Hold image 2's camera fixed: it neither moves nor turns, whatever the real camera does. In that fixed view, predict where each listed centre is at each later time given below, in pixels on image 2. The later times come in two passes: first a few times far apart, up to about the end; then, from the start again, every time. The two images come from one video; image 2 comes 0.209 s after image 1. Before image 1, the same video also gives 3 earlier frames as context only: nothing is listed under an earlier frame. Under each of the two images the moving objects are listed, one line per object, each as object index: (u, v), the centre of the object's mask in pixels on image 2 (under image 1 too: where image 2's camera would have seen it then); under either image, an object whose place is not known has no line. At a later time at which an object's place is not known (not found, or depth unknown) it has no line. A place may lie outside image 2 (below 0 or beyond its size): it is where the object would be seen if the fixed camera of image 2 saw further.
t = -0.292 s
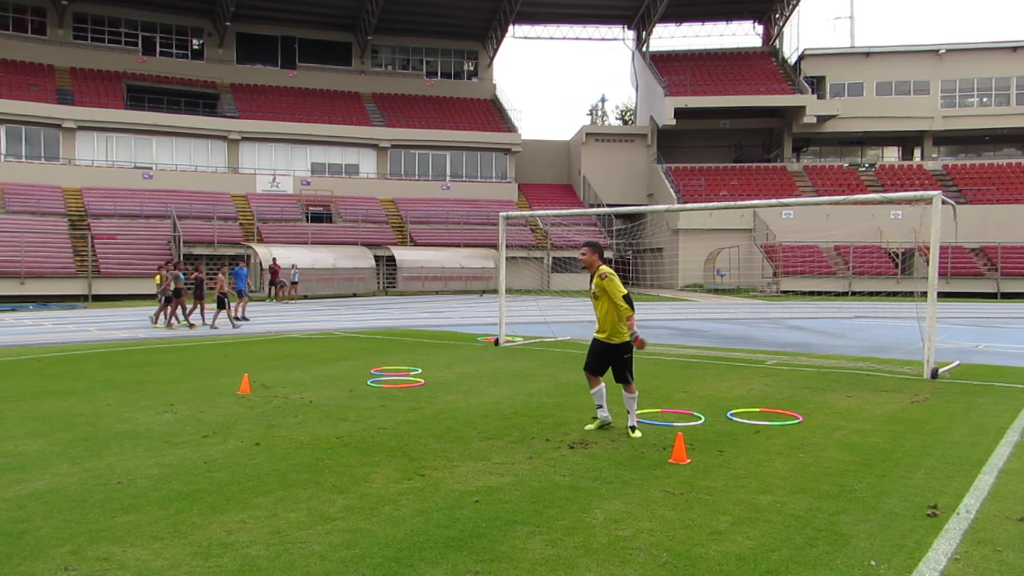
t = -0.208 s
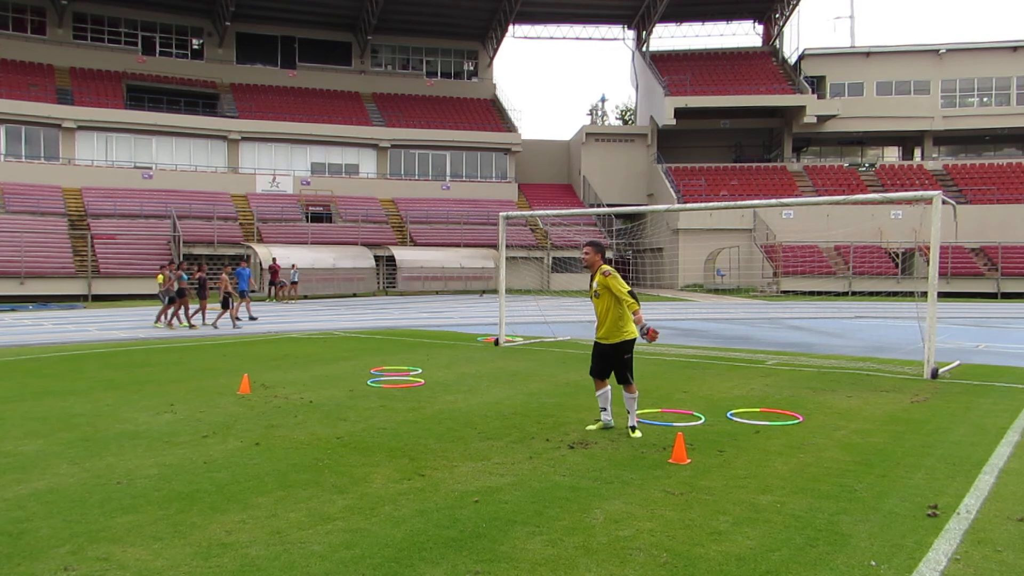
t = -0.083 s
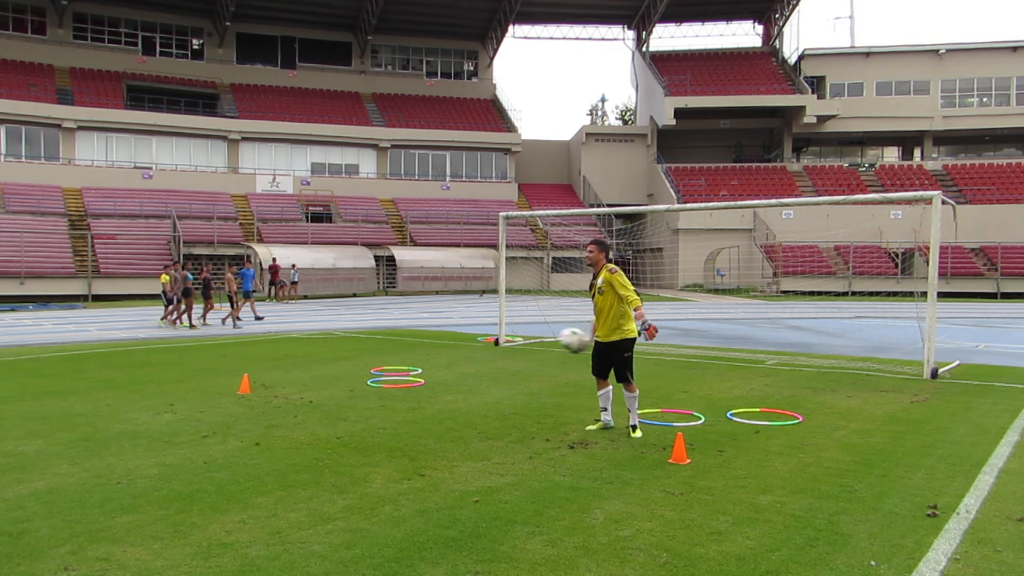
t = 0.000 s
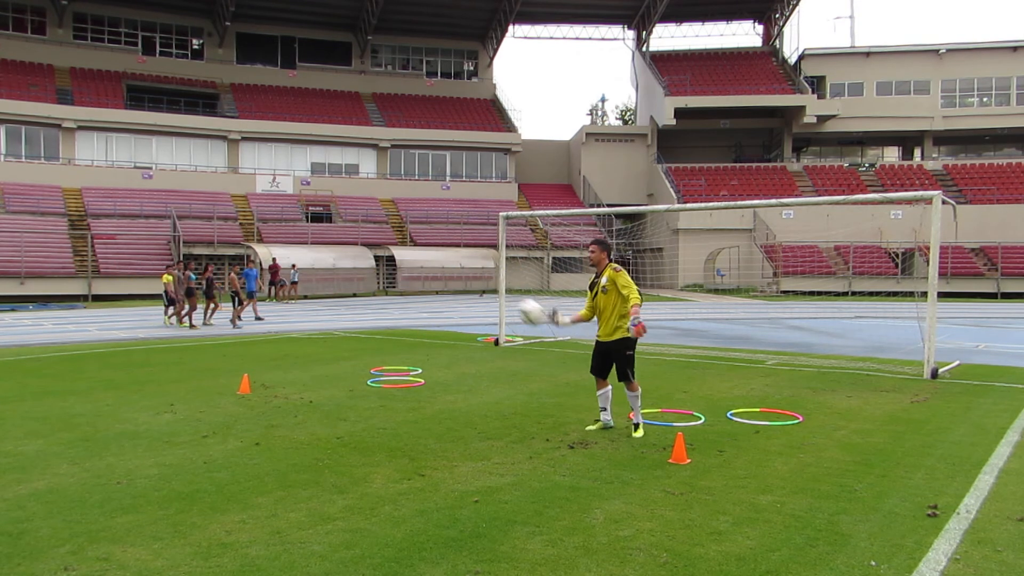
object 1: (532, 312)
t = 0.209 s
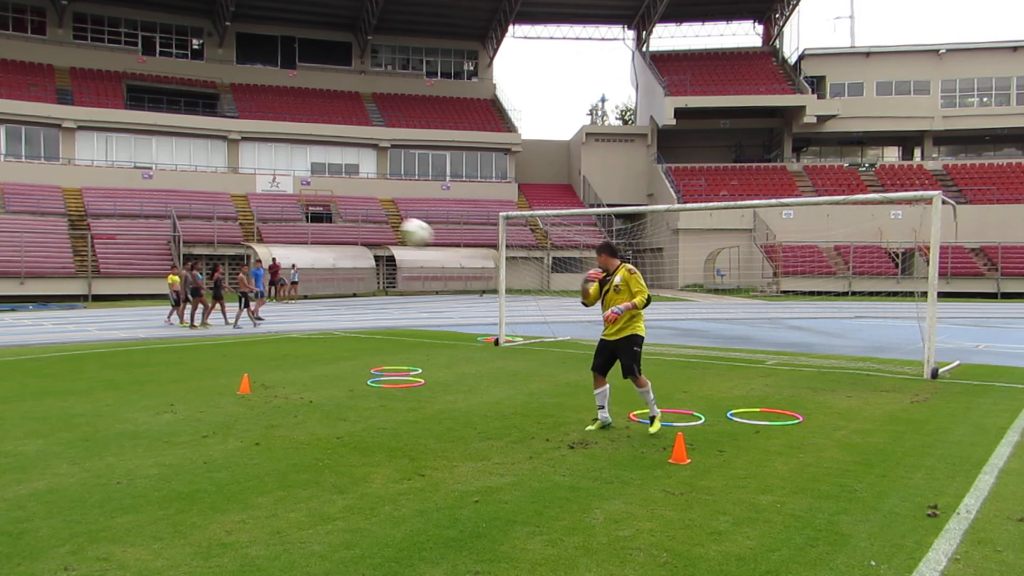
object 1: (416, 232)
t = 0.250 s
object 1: (389, 221)
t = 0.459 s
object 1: (230, 187)
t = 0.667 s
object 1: (21, 220)
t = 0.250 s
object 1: (389, 221)
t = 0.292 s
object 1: (362, 211)
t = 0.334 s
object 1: (331, 202)
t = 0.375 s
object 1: (300, 195)
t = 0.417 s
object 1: (265, 189)
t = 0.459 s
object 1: (230, 187)
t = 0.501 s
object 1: (192, 188)
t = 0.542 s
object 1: (152, 191)
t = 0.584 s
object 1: (110, 198)
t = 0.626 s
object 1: (65, 207)
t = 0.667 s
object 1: (21, 220)
